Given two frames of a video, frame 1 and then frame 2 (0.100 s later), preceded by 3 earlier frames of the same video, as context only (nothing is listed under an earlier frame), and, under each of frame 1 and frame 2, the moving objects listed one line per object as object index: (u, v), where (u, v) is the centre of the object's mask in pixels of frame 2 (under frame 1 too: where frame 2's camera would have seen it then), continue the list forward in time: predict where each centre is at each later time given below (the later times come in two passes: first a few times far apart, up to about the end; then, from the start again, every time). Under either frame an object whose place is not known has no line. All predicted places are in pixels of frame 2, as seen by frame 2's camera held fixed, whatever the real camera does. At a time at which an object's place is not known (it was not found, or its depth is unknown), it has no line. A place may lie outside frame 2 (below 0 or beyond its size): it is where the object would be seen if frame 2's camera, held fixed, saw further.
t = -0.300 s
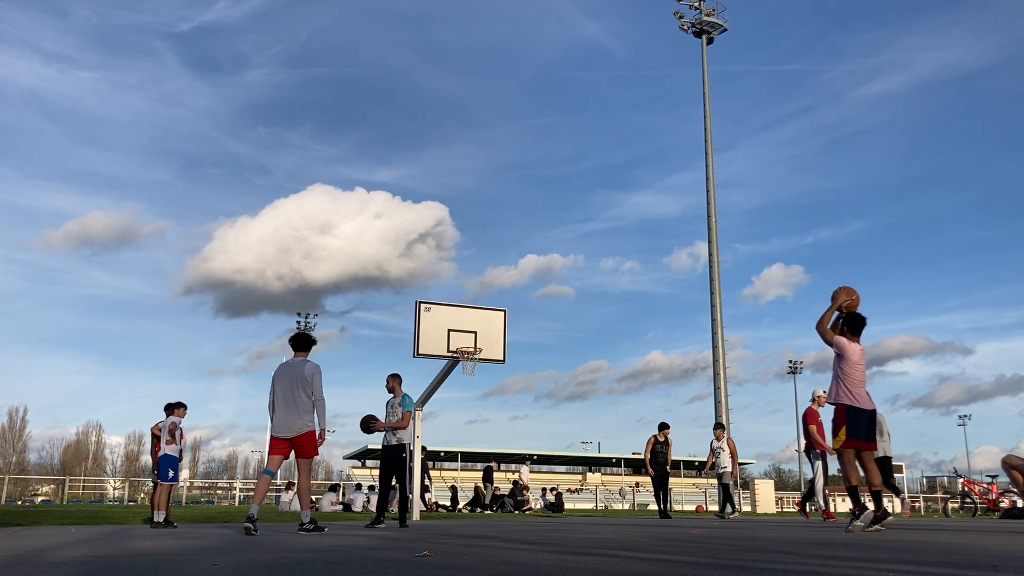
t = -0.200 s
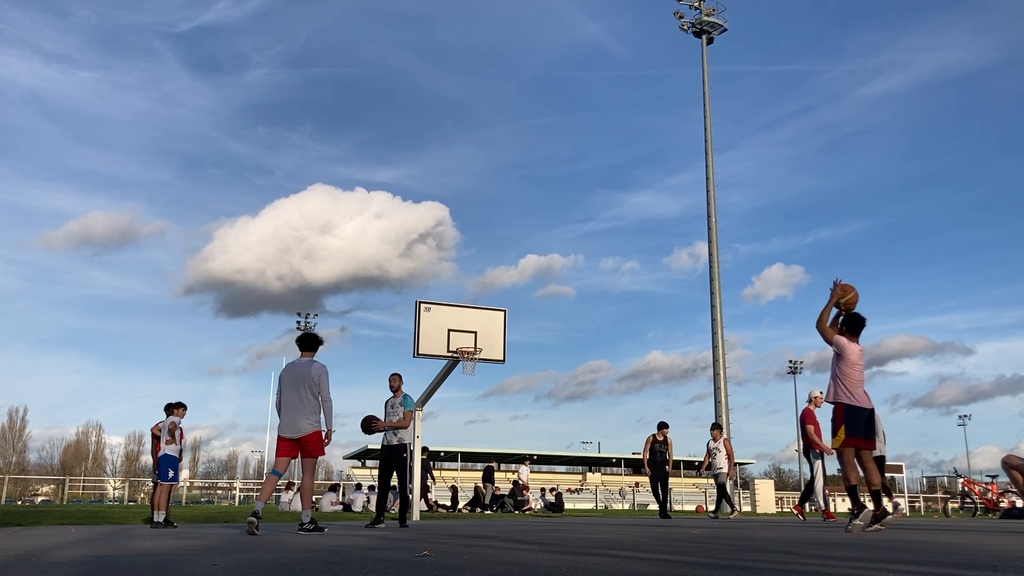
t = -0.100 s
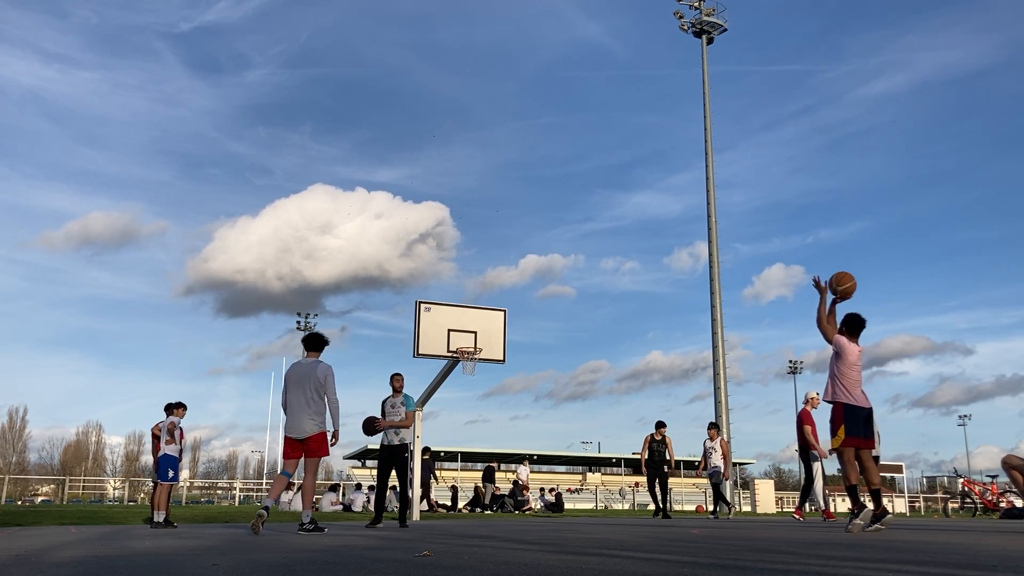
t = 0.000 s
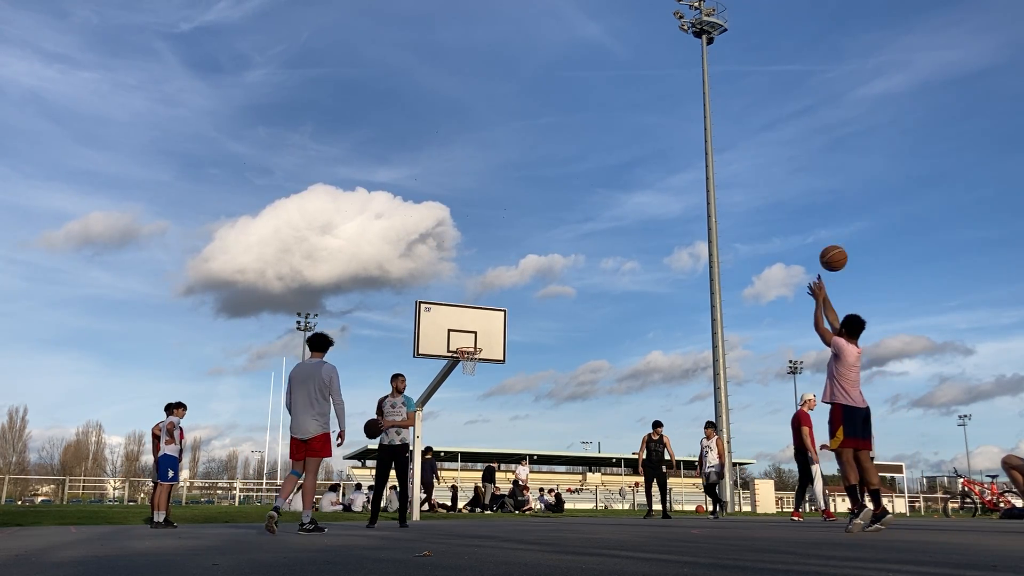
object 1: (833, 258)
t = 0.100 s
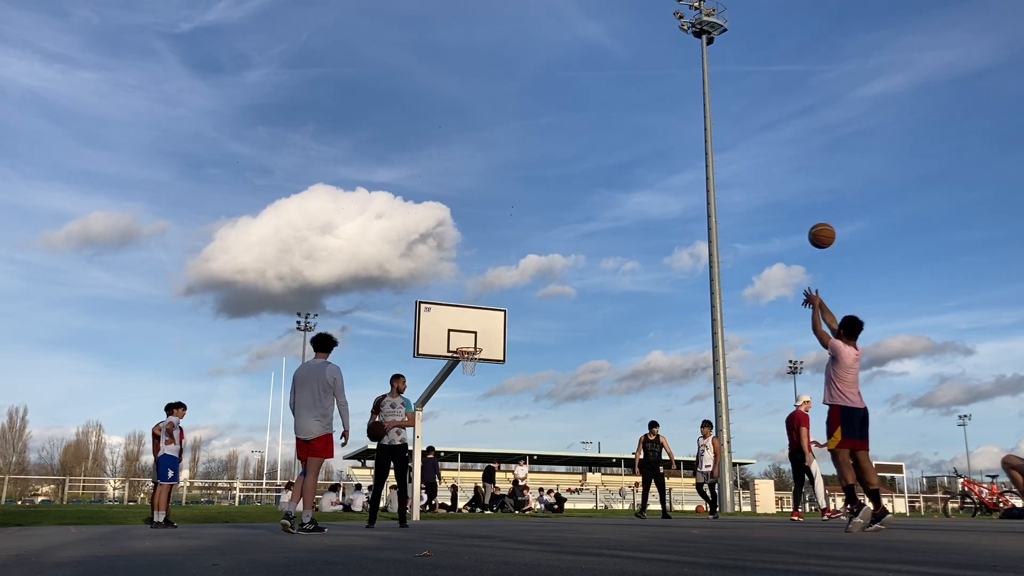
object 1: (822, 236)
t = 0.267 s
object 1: (804, 222)
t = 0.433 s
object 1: (790, 234)
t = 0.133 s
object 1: (818, 231)
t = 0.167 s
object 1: (814, 227)
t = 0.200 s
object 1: (811, 224)
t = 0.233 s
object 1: (808, 222)
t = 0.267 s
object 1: (804, 222)
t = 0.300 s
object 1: (801, 222)
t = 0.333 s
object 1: (798, 224)
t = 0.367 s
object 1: (795, 226)
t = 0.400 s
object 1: (793, 230)
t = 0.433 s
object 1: (790, 234)
